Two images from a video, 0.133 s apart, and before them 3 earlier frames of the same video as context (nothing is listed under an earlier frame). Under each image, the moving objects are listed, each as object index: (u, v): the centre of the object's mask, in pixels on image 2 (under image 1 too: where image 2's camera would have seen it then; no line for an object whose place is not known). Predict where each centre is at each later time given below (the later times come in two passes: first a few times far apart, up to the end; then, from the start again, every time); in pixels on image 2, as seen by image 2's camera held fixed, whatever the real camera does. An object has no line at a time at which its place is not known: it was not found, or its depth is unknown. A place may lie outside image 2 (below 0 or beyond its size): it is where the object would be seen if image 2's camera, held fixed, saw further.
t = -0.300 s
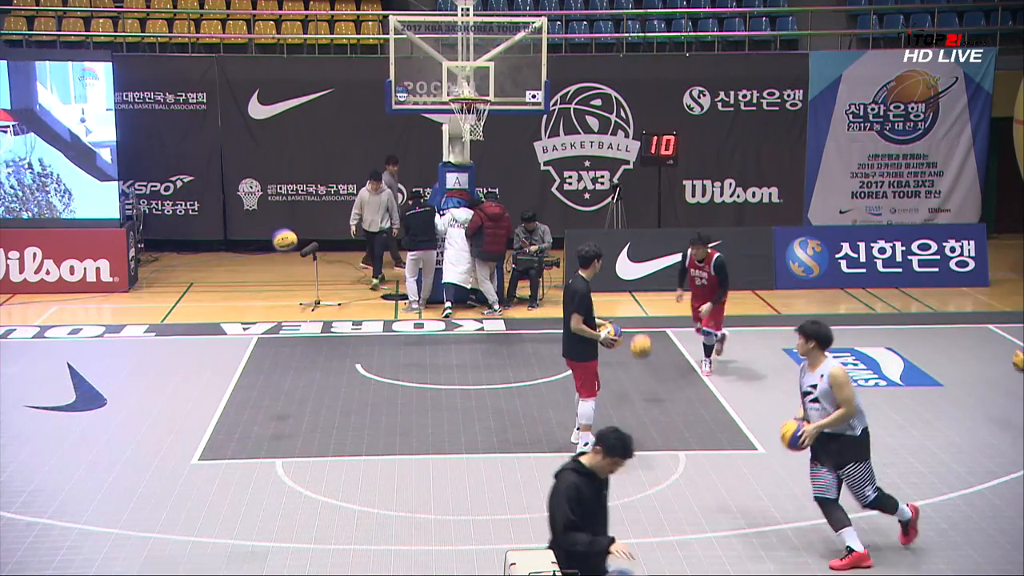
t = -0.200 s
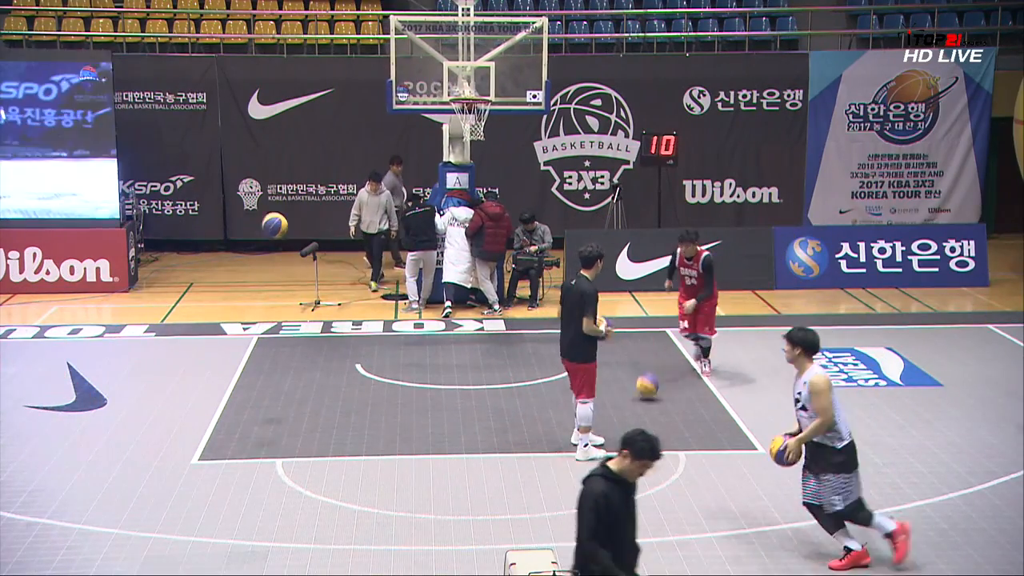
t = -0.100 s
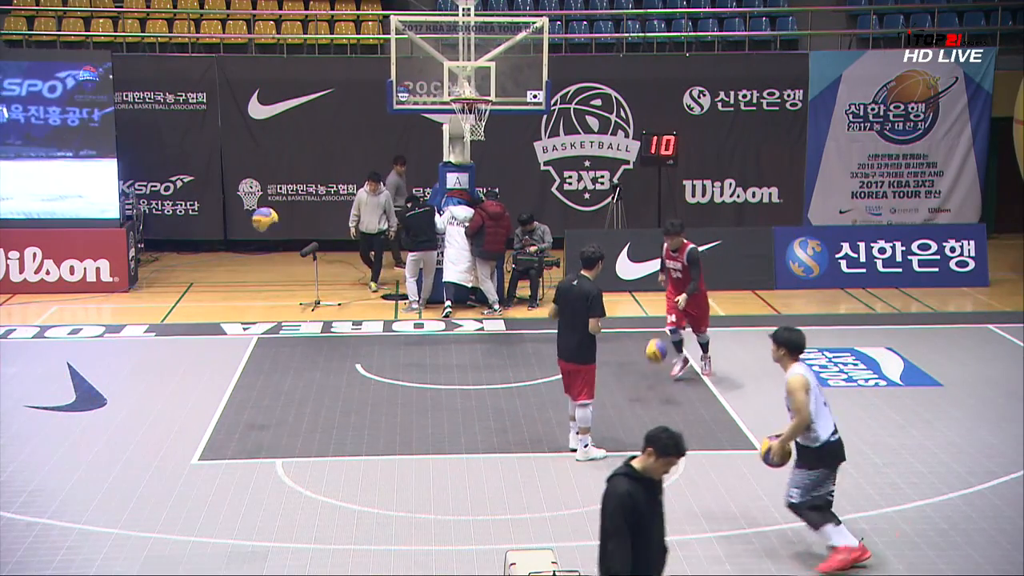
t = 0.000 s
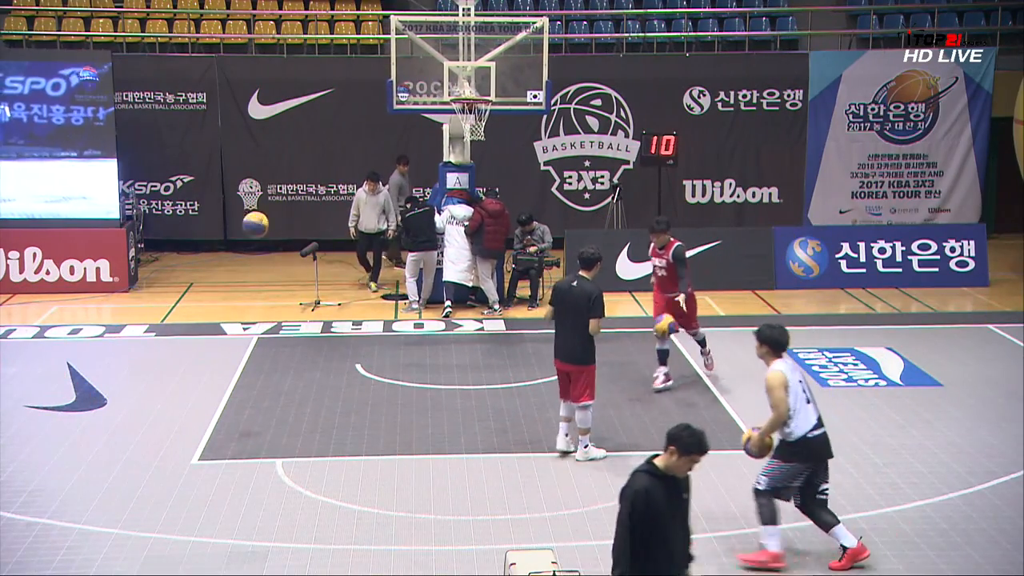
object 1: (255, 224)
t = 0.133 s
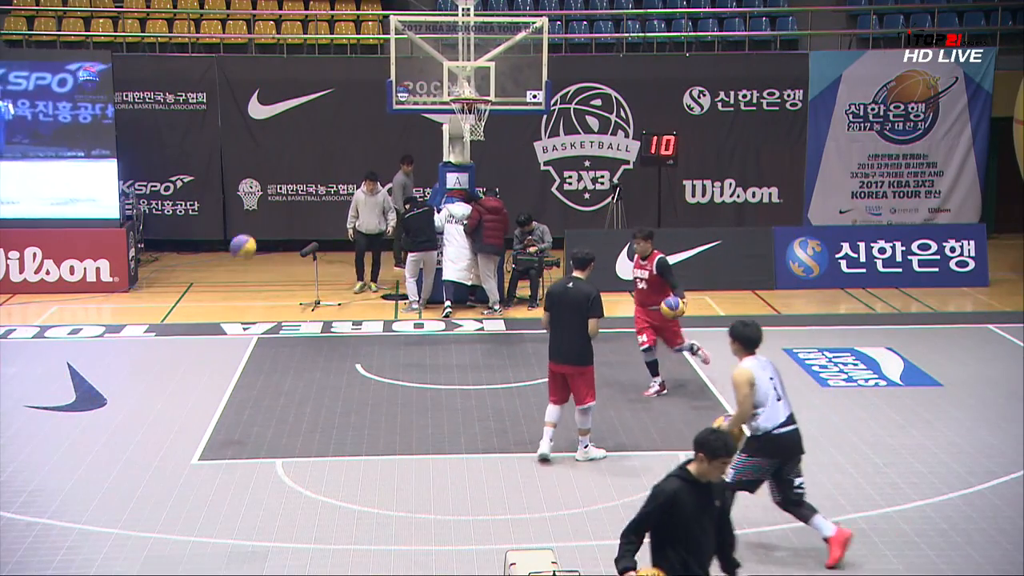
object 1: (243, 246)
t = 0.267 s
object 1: (230, 289)
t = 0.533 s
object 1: (208, 435)
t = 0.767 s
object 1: (178, 399)
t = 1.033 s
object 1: (142, 366)
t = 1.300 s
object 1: (106, 418)
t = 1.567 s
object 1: (71, 516)
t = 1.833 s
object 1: (34, 469)
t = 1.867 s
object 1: (29, 469)
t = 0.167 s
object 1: (239, 255)
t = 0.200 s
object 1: (237, 265)
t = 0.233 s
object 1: (233, 277)
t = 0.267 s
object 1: (230, 289)
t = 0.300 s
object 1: (227, 303)
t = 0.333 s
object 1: (223, 320)
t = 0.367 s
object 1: (221, 335)
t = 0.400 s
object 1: (219, 351)
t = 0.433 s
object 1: (216, 371)
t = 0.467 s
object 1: (213, 392)
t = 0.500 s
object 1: (209, 413)
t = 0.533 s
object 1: (208, 435)
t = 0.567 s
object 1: (205, 458)
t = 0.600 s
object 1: (200, 457)
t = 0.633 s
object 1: (196, 443)
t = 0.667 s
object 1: (191, 429)
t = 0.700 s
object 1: (187, 418)
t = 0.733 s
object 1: (182, 407)
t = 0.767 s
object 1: (178, 399)
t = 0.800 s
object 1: (173, 390)
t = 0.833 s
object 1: (169, 383)
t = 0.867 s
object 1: (165, 377)
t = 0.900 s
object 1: (160, 373)
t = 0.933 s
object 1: (156, 369)
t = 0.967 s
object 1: (151, 366)
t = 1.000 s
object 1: (146, 366)
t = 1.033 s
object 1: (142, 366)
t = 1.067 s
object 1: (137, 367)
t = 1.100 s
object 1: (133, 371)
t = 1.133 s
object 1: (128, 375)
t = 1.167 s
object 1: (124, 381)
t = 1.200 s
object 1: (119, 388)
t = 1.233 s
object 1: (115, 397)
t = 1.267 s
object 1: (111, 406)
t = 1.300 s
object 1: (106, 418)
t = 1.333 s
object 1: (102, 430)
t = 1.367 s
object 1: (97, 445)
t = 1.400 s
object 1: (93, 460)
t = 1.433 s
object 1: (89, 477)
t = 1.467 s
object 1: (85, 495)
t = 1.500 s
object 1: (80, 515)
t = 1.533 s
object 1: (76, 529)
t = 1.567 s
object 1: (71, 516)
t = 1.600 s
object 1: (66, 506)
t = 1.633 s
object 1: (62, 497)
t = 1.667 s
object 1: (57, 489)
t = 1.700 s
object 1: (52, 482)
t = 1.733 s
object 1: (48, 477)
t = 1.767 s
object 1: (43, 473)
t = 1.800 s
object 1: (38, 470)
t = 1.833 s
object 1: (34, 469)
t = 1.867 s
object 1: (29, 469)
